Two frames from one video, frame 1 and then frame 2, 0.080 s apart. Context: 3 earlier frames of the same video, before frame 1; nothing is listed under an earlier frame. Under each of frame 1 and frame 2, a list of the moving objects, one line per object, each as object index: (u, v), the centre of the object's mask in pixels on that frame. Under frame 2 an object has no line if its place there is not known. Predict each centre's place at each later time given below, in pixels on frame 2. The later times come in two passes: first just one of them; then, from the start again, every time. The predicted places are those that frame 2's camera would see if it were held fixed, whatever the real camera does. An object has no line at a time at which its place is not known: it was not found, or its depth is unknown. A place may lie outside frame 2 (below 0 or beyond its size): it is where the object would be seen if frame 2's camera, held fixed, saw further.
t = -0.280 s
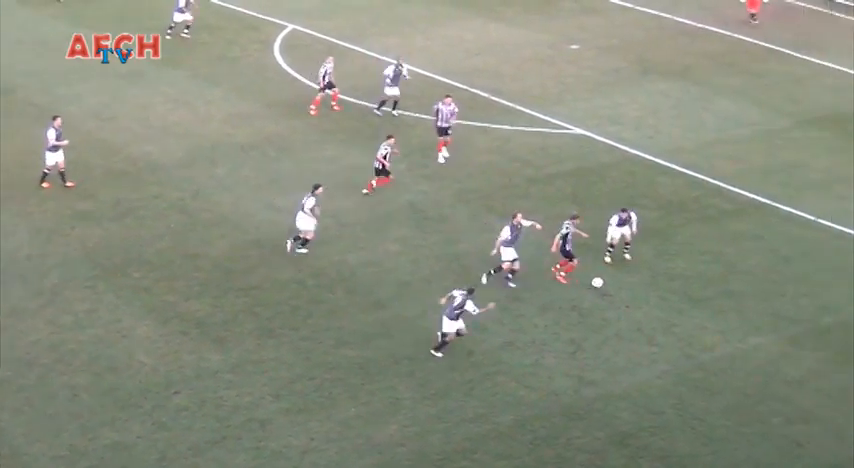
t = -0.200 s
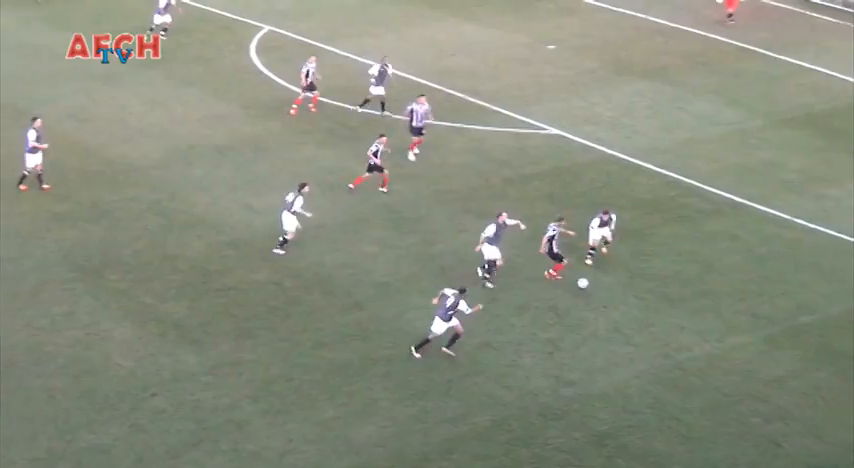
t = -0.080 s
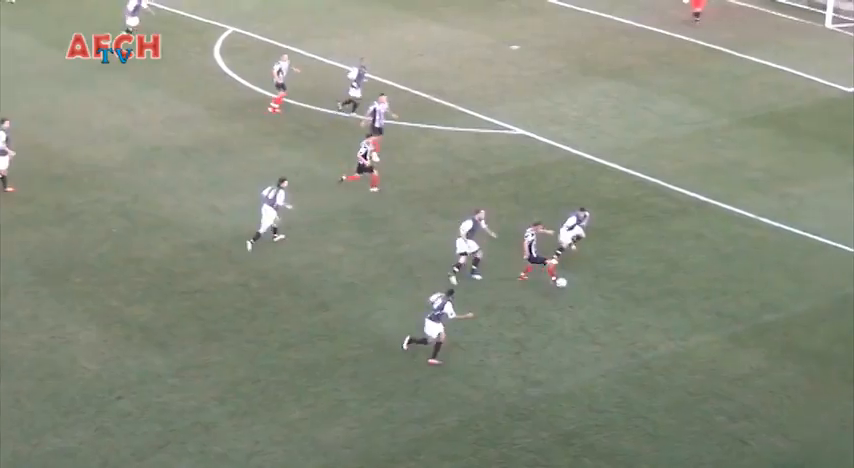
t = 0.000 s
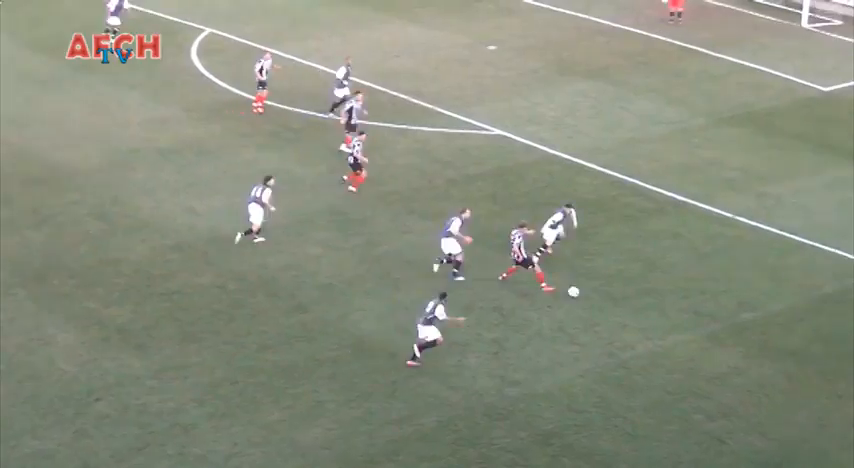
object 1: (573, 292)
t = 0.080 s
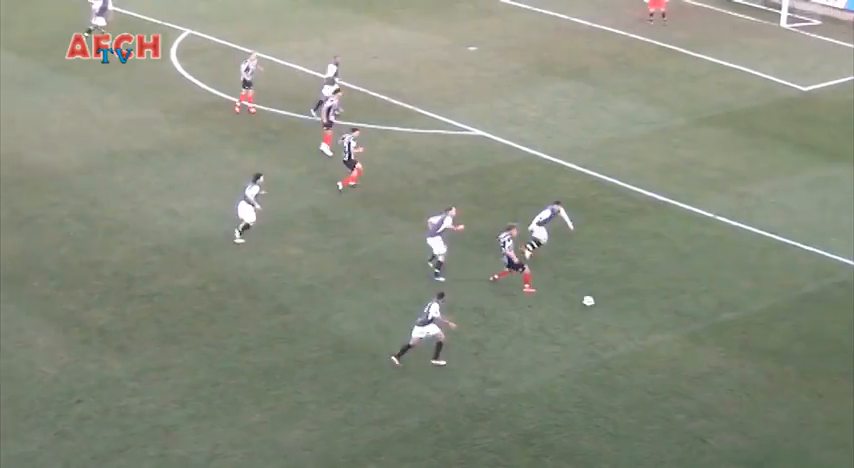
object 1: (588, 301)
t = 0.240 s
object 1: (652, 318)
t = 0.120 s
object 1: (604, 305)
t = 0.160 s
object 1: (621, 310)
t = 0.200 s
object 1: (636, 314)
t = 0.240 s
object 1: (652, 318)
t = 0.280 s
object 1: (667, 322)
